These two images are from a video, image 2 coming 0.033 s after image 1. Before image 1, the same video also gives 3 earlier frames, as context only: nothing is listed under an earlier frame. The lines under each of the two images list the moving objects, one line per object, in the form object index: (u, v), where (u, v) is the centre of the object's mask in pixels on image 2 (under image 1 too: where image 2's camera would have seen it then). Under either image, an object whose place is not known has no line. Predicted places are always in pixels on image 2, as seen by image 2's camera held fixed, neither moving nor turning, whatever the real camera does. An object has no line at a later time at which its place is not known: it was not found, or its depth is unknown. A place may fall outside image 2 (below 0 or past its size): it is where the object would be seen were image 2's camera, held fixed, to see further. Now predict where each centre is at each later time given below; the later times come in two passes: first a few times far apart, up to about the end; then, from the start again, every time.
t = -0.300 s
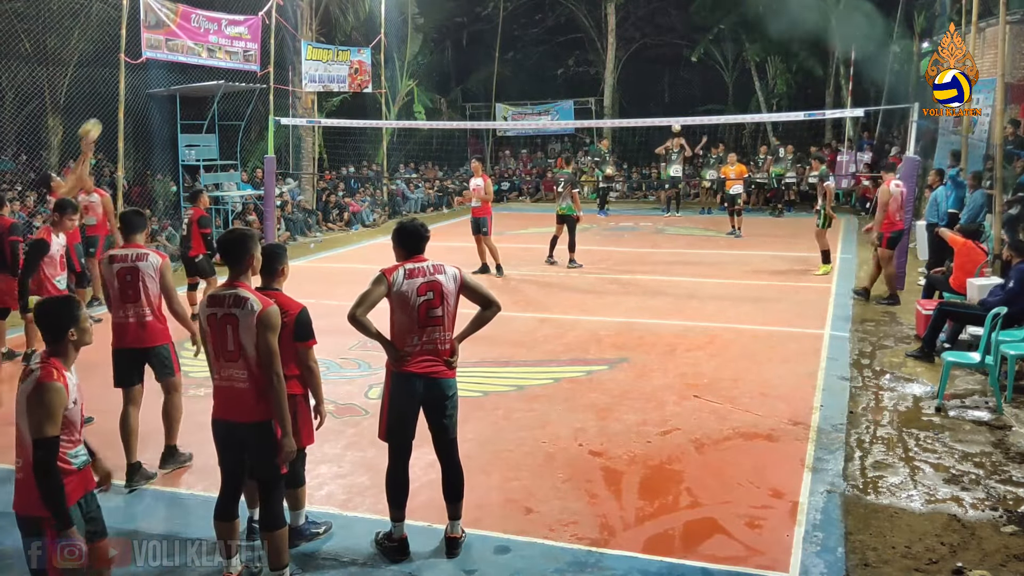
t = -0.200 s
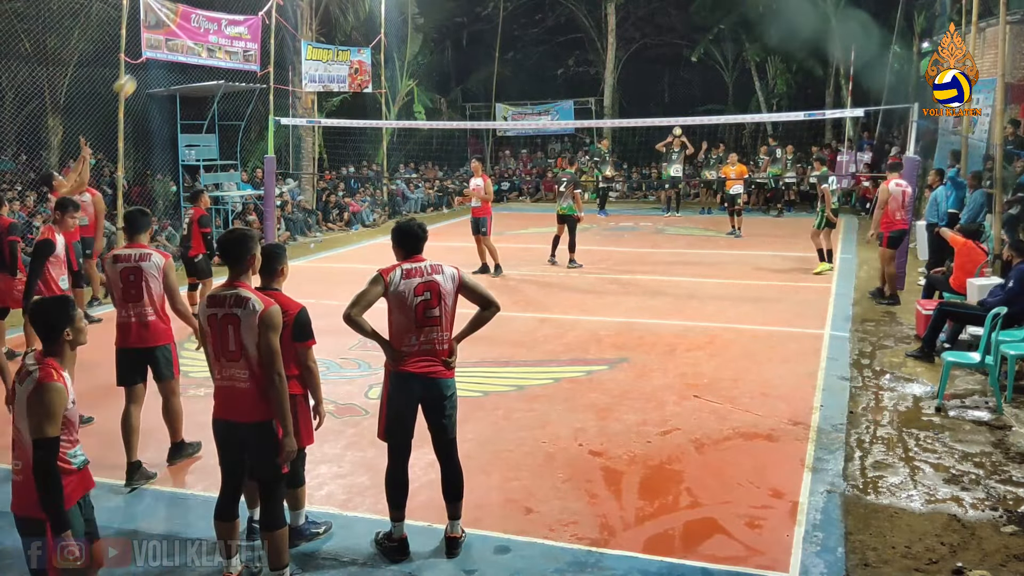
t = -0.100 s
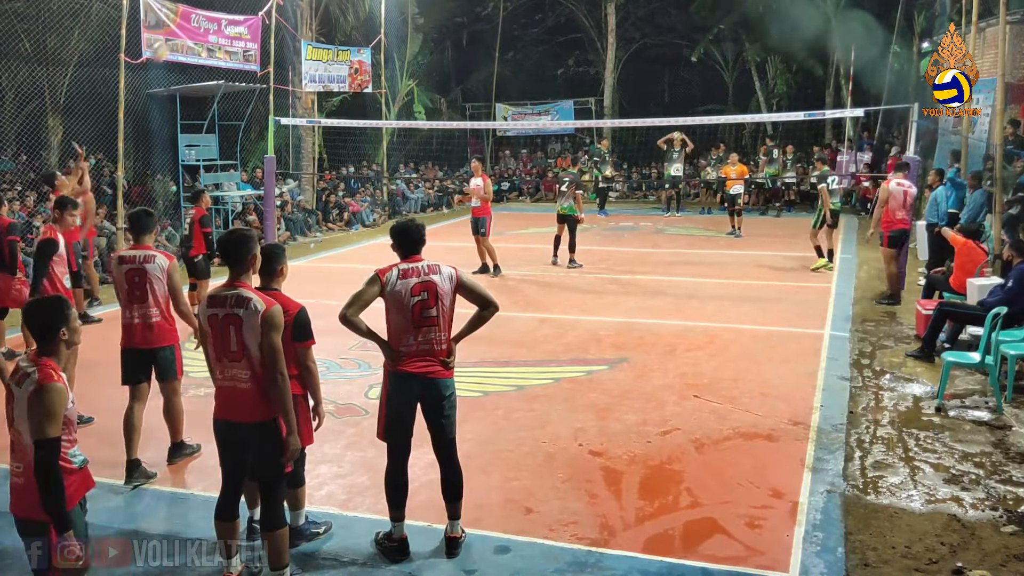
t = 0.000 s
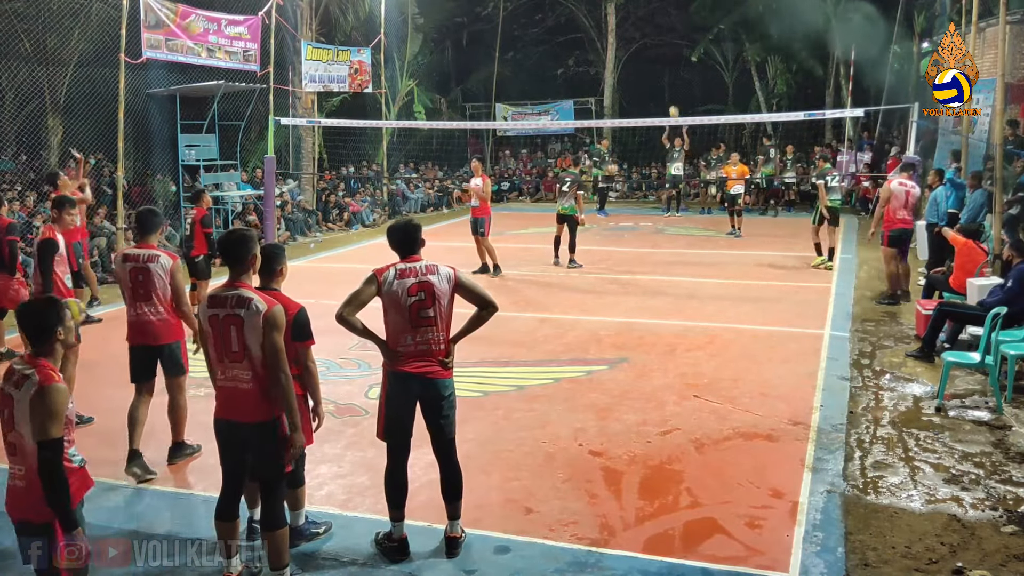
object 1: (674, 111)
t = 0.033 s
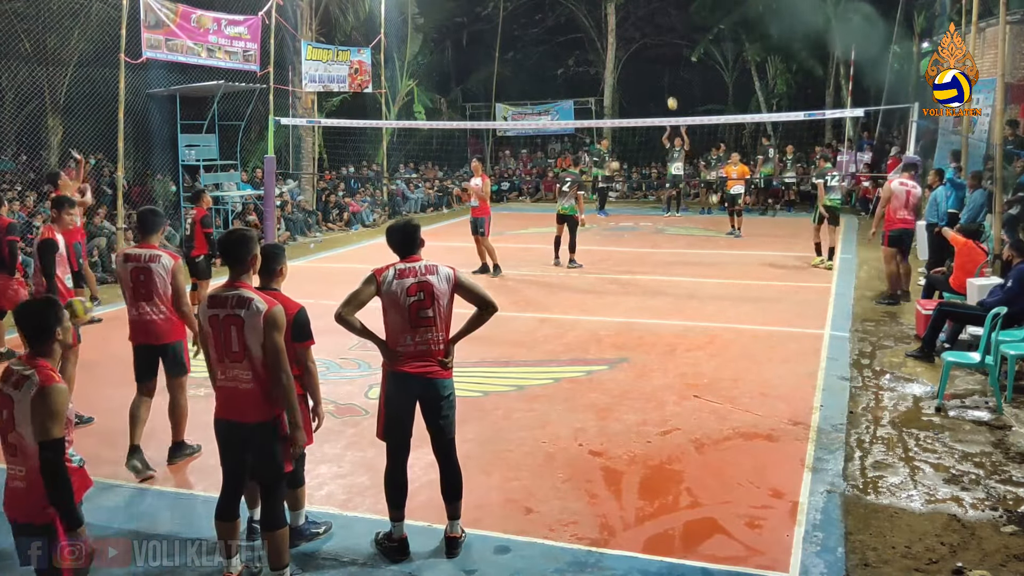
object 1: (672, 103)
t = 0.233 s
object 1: (660, 58)
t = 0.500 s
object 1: (644, 24)
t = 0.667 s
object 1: (634, 20)
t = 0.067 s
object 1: (670, 94)
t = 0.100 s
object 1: (668, 86)
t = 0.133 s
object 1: (667, 79)
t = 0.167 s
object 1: (665, 71)
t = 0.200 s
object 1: (663, 65)
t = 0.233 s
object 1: (660, 58)
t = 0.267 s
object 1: (658, 52)
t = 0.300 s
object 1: (657, 47)
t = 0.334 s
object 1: (654, 42)
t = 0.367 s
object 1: (652, 37)
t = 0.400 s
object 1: (650, 33)
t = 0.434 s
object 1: (648, 30)
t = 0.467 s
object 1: (646, 27)
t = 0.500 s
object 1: (644, 24)
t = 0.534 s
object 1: (642, 22)
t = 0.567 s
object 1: (640, 21)
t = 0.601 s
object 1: (638, 20)
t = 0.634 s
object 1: (636, 20)
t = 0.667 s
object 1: (634, 20)
